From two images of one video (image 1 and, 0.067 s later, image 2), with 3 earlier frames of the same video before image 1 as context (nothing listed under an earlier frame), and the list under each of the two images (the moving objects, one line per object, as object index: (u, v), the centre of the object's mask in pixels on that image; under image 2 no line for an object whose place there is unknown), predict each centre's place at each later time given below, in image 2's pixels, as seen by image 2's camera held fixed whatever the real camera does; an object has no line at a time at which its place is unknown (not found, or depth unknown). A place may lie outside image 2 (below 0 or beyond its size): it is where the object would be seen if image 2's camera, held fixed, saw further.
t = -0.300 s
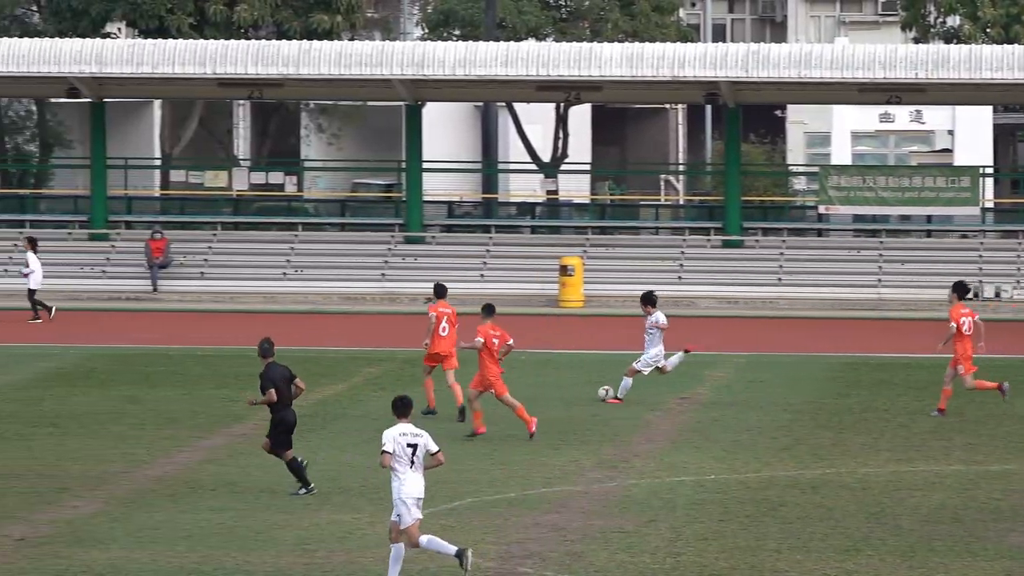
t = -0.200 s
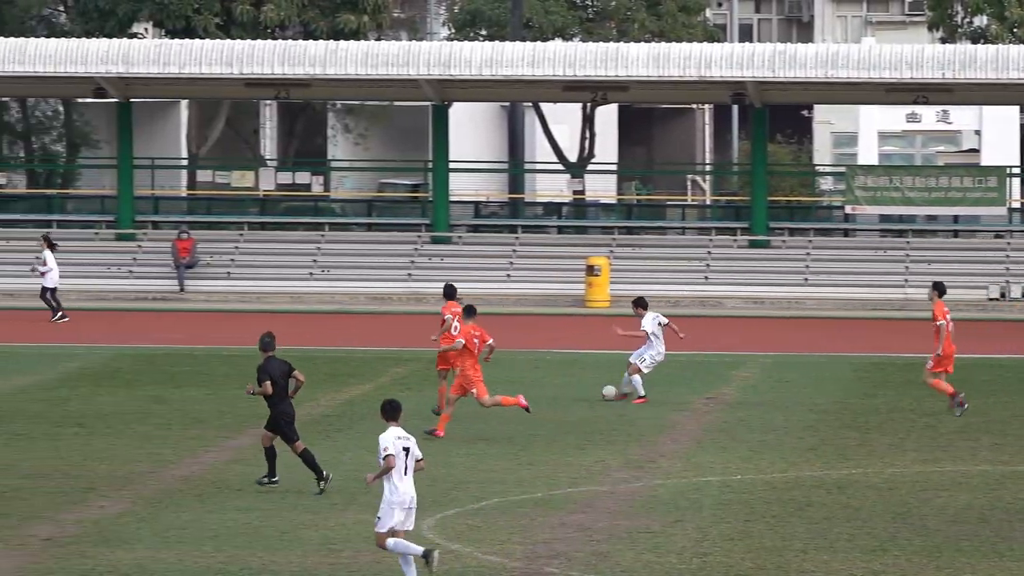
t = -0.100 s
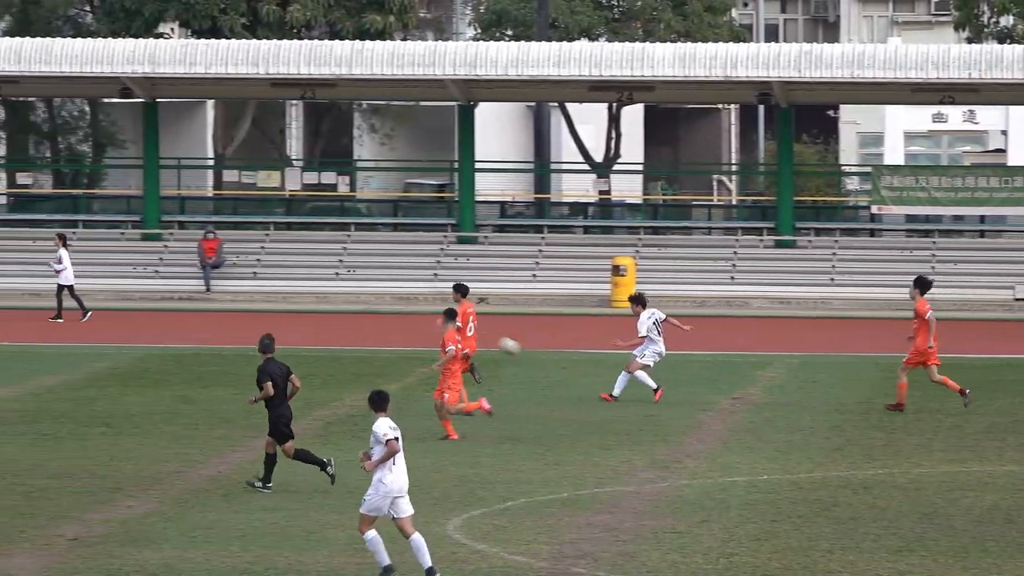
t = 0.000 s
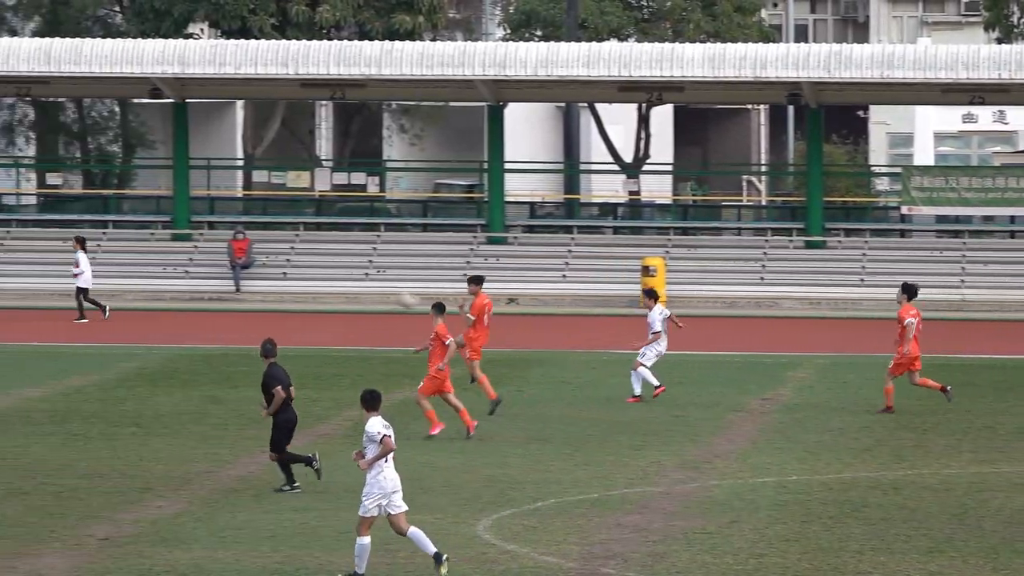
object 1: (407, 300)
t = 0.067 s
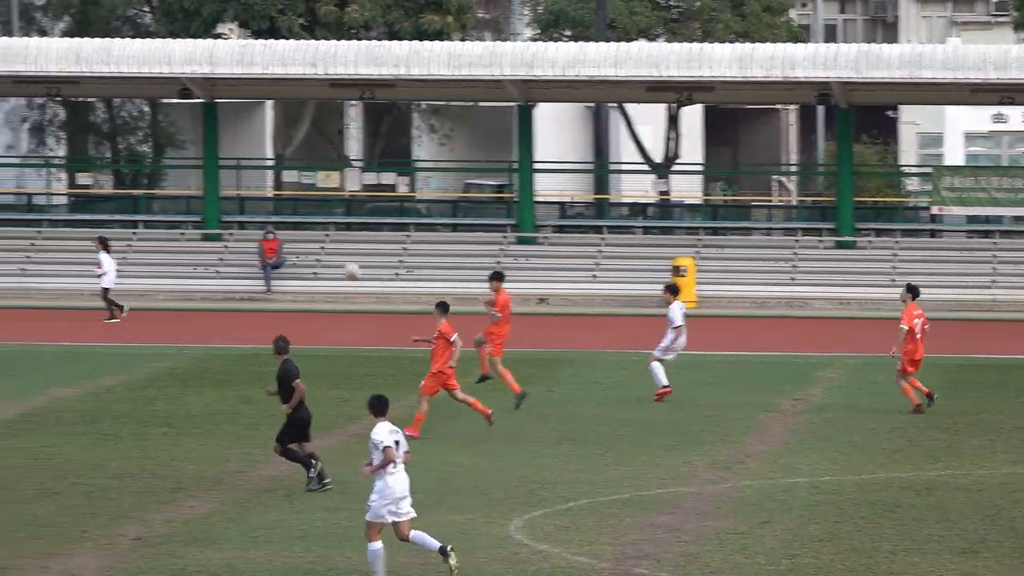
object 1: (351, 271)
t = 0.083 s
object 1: (335, 265)
